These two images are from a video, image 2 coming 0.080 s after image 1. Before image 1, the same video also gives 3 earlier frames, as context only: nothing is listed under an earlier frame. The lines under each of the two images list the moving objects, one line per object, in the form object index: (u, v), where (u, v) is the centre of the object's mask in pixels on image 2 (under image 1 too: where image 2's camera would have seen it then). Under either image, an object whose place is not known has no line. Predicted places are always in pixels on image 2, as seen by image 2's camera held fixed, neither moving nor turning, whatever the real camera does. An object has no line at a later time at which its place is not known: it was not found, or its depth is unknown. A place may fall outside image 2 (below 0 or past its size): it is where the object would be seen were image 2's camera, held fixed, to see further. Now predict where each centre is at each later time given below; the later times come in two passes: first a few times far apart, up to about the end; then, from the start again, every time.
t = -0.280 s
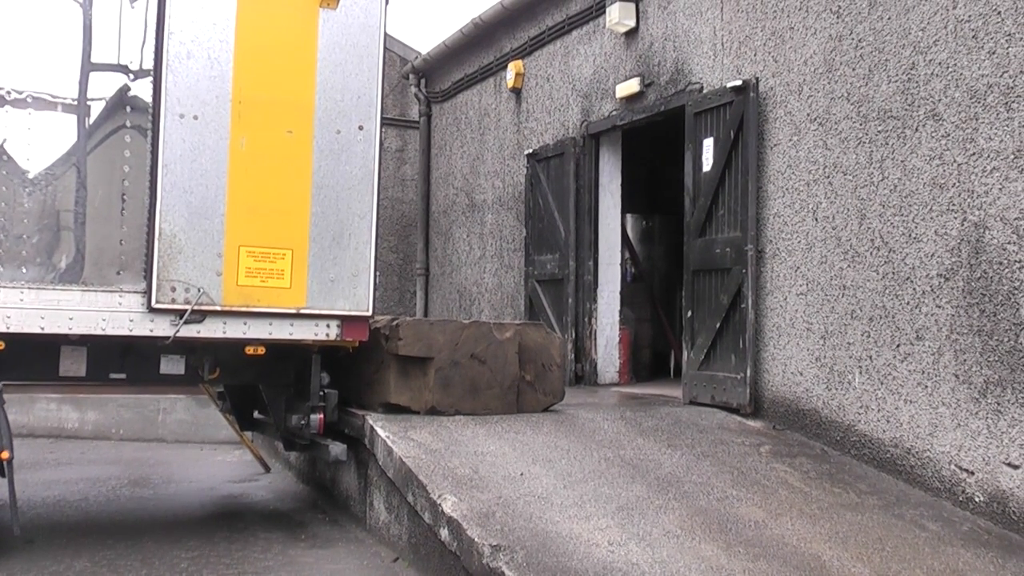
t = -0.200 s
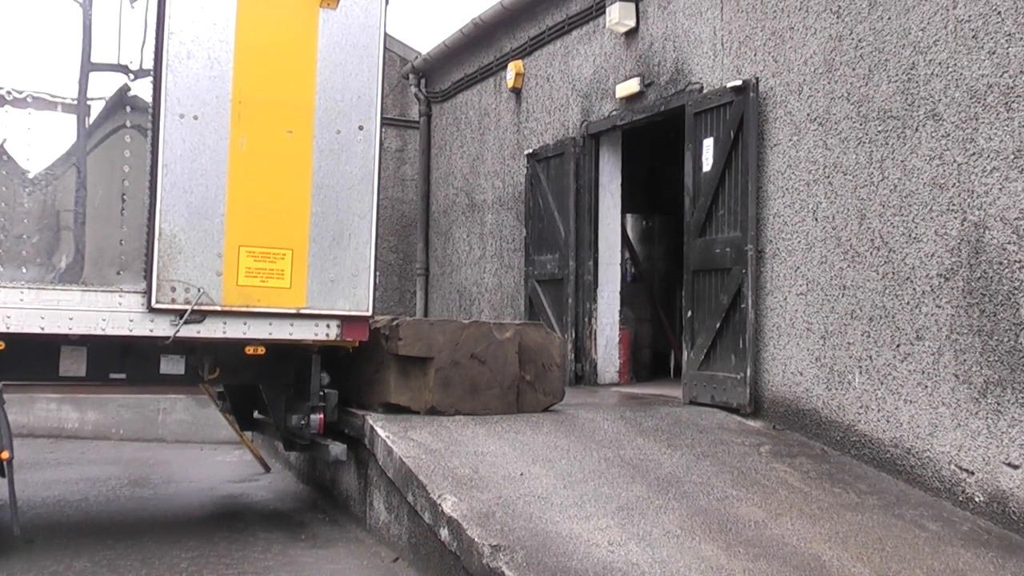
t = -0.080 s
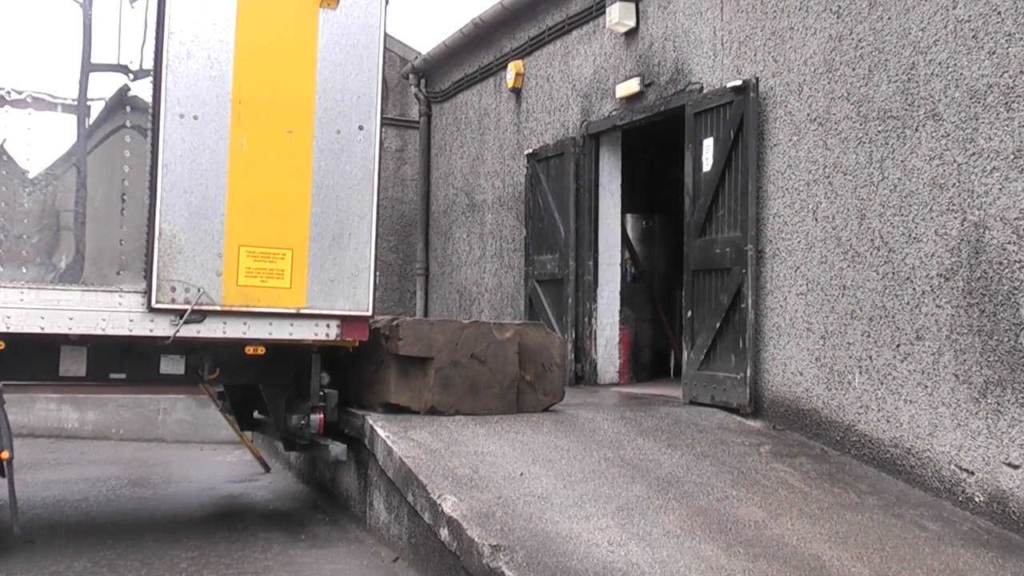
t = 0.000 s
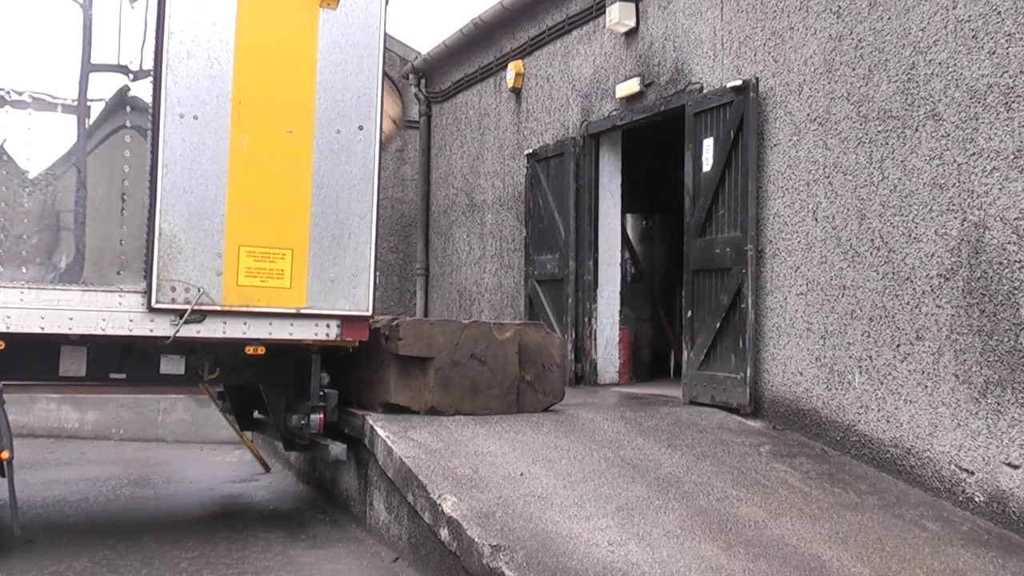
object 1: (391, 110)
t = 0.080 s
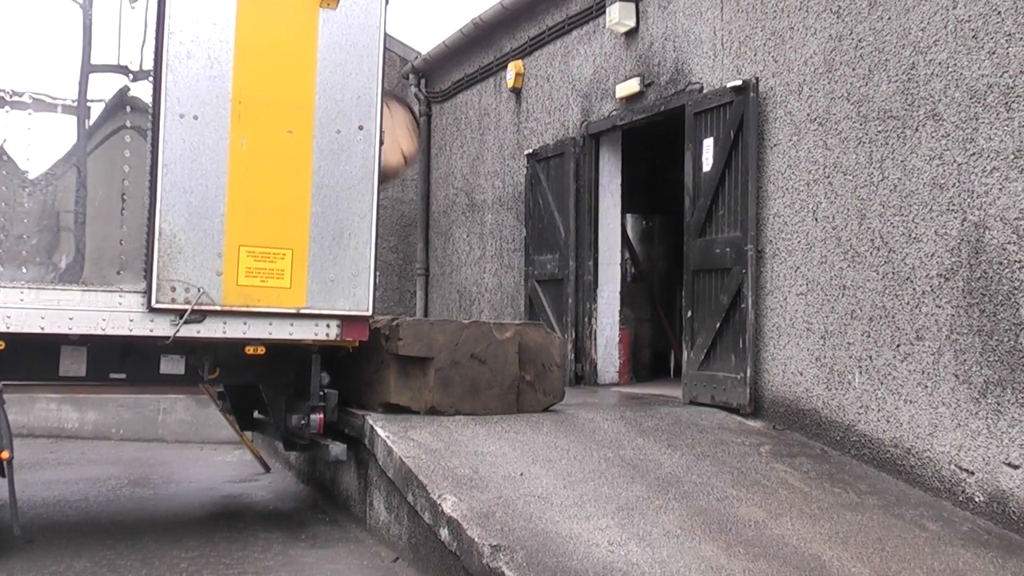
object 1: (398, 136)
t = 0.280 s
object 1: (413, 242)
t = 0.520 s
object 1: (433, 286)
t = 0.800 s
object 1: (456, 280)
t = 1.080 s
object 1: (490, 294)
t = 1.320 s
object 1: (549, 329)
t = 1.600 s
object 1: (585, 341)
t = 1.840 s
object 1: (612, 347)
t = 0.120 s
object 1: (401, 153)
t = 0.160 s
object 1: (404, 172)
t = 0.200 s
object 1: (407, 193)
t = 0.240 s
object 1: (410, 217)
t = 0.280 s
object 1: (413, 242)
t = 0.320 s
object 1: (416, 269)
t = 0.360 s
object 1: (421, 285)
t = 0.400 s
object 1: (423, 294)
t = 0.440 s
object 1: (425, 294)
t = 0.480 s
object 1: (429, 290)
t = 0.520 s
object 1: (433, 286)
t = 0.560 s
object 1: (437, 284)
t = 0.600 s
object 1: (440, 282)
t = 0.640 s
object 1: (443, 281)
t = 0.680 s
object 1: (446, 280)
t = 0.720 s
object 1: (449, 279)
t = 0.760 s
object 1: (453, 279)
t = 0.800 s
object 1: (456, 280)
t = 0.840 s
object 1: (459, 282)
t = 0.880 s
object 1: (466, 285)
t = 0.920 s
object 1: (470, 287)
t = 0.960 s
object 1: (475, 288)
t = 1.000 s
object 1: (480, 290)
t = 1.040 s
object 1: (485, 292)
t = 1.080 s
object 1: (490, 294)
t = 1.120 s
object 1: (496, 297)
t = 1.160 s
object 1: (502, 300)
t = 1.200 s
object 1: (509, 304)
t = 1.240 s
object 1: (519, 311)
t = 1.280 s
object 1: (533, 322)
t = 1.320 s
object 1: (549, 329)
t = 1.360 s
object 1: (547, 328)
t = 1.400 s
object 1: (553, 327)
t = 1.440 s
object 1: (558, 328)
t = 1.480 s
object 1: (565, 330)
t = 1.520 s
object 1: (571, 335)
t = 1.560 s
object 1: (578, 340)
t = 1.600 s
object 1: (585, 341)
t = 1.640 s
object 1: (591, 343)
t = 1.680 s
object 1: (597, 348)
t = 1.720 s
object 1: (601, 348)
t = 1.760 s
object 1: (604, 346)
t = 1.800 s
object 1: (608, 346)
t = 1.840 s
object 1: (612, 347)
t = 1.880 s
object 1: (615, 347)
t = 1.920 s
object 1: (618, 348)
